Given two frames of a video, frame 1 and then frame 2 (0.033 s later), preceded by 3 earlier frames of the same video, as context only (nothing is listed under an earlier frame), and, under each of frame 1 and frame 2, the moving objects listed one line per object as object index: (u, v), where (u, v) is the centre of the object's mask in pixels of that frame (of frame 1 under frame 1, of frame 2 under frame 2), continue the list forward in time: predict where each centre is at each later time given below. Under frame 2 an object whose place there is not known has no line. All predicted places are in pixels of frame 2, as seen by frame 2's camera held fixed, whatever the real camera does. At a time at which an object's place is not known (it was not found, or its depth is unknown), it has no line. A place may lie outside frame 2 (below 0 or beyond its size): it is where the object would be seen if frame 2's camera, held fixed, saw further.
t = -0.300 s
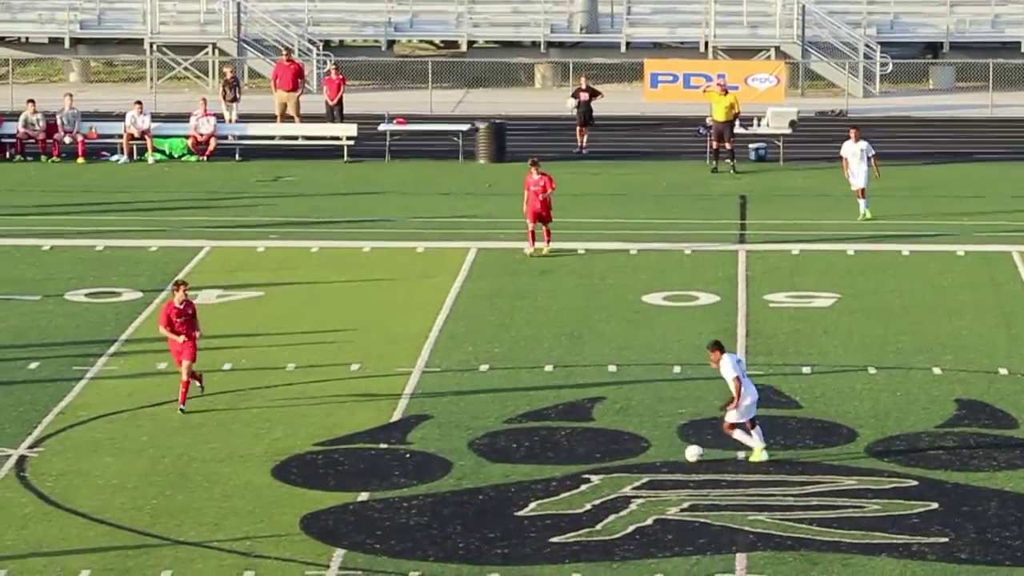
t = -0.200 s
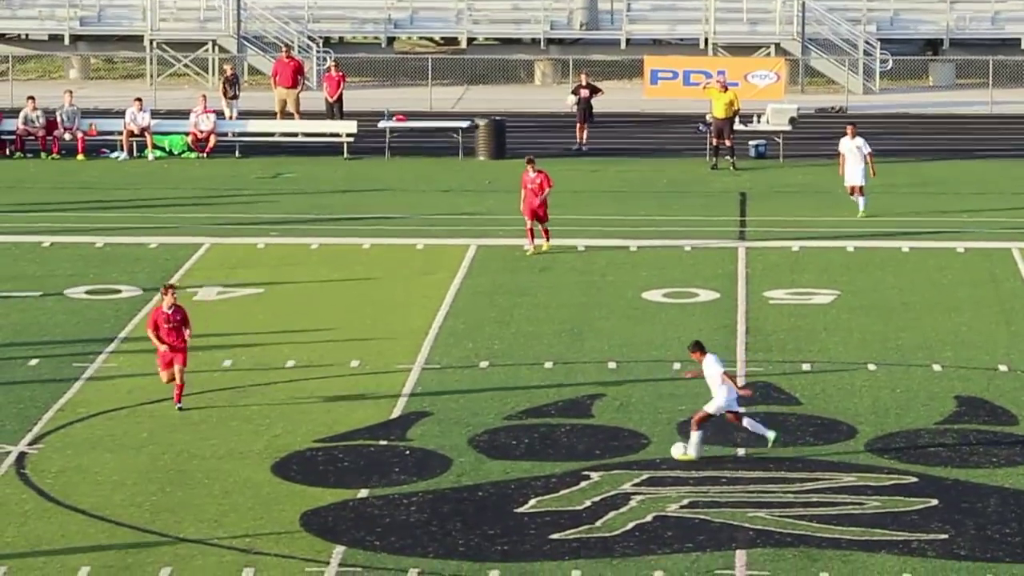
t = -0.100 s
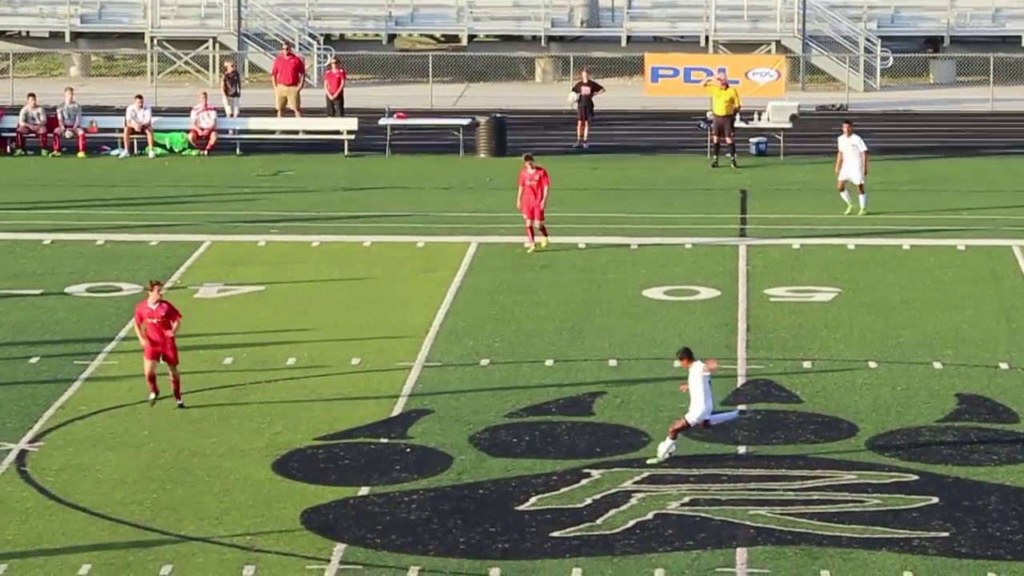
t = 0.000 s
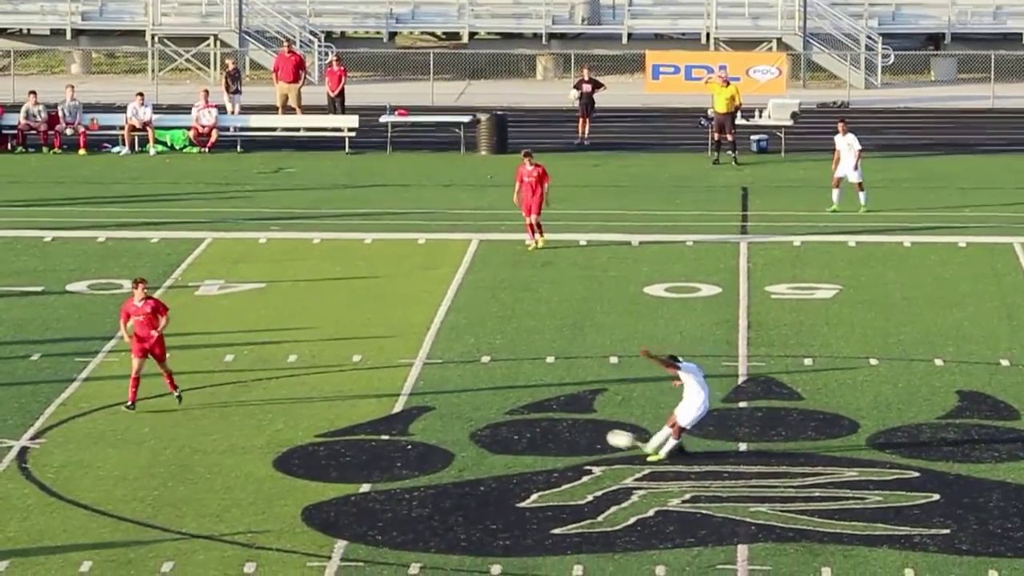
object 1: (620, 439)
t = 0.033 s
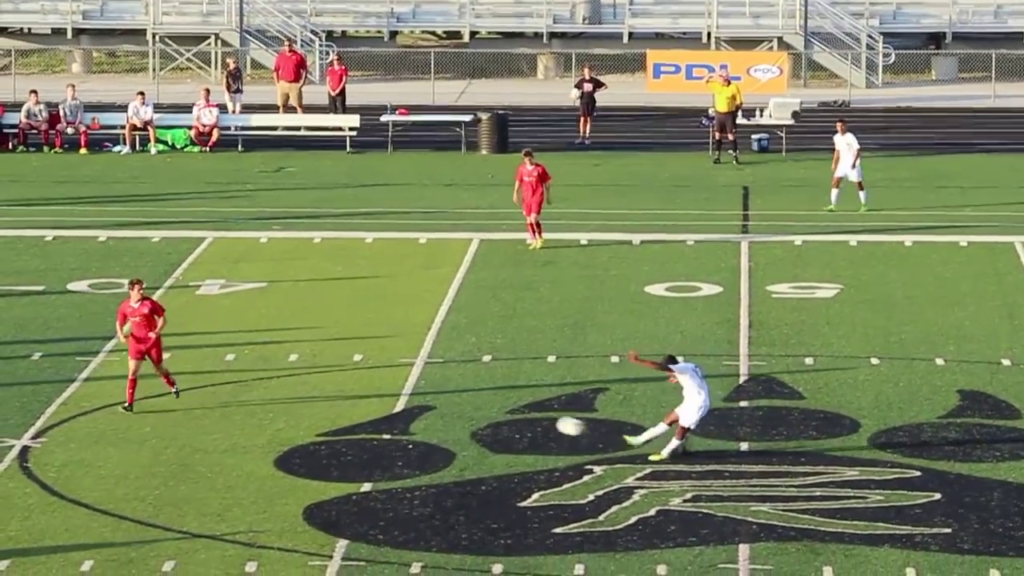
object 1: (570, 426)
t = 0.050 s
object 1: (544, 420)
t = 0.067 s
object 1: (519, 415)
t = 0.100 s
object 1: (466, 405)
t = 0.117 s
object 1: (440, 400)
